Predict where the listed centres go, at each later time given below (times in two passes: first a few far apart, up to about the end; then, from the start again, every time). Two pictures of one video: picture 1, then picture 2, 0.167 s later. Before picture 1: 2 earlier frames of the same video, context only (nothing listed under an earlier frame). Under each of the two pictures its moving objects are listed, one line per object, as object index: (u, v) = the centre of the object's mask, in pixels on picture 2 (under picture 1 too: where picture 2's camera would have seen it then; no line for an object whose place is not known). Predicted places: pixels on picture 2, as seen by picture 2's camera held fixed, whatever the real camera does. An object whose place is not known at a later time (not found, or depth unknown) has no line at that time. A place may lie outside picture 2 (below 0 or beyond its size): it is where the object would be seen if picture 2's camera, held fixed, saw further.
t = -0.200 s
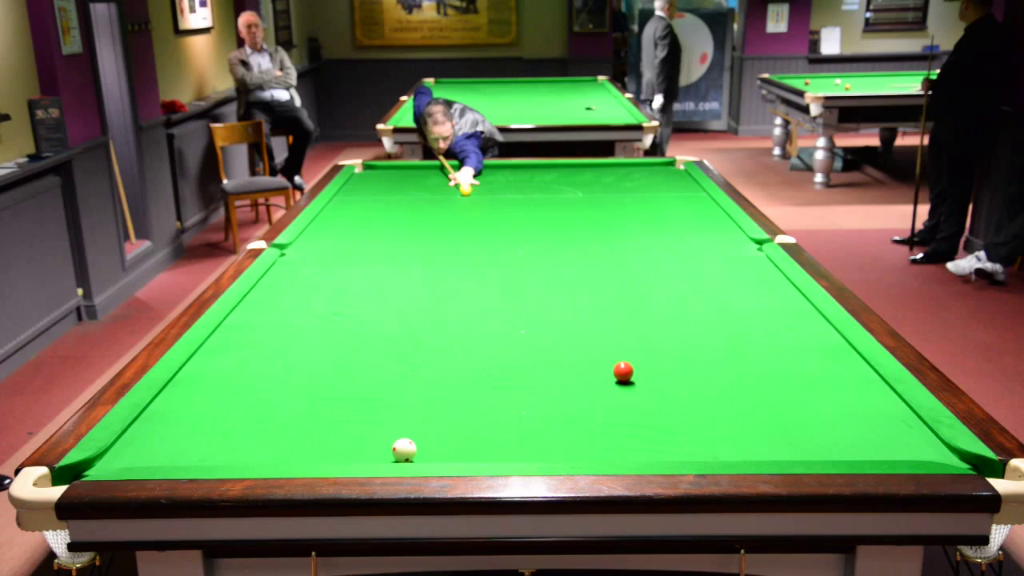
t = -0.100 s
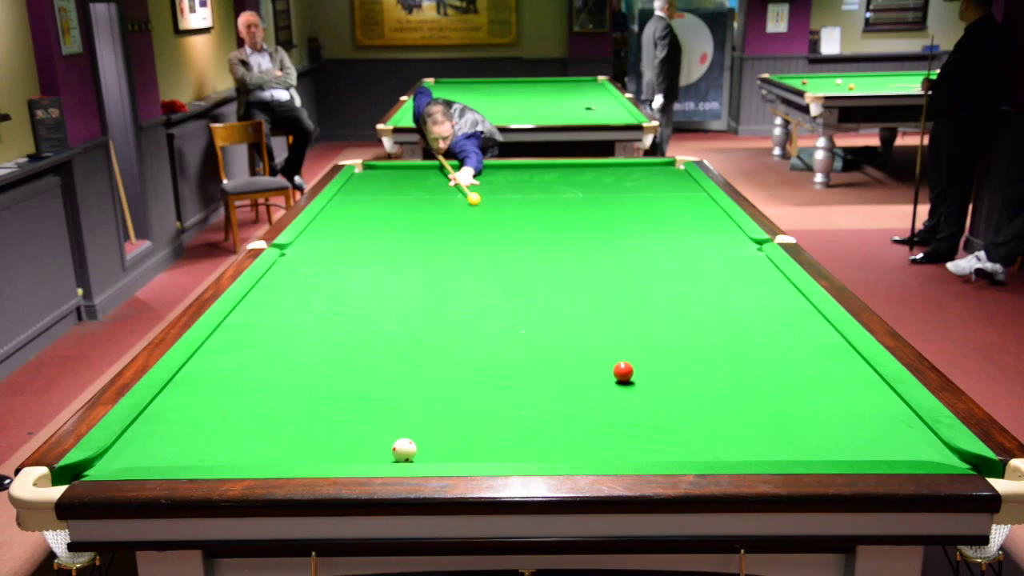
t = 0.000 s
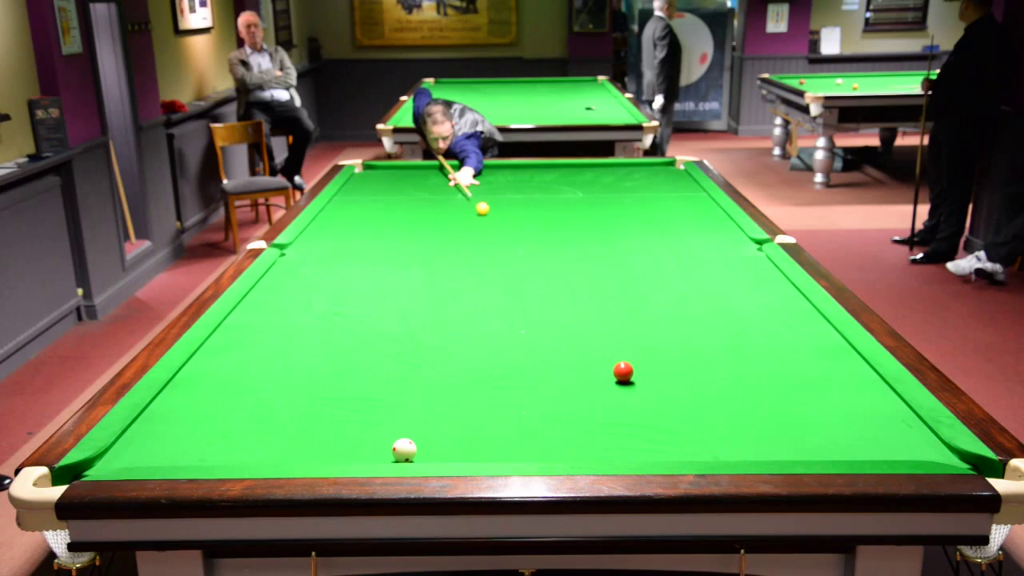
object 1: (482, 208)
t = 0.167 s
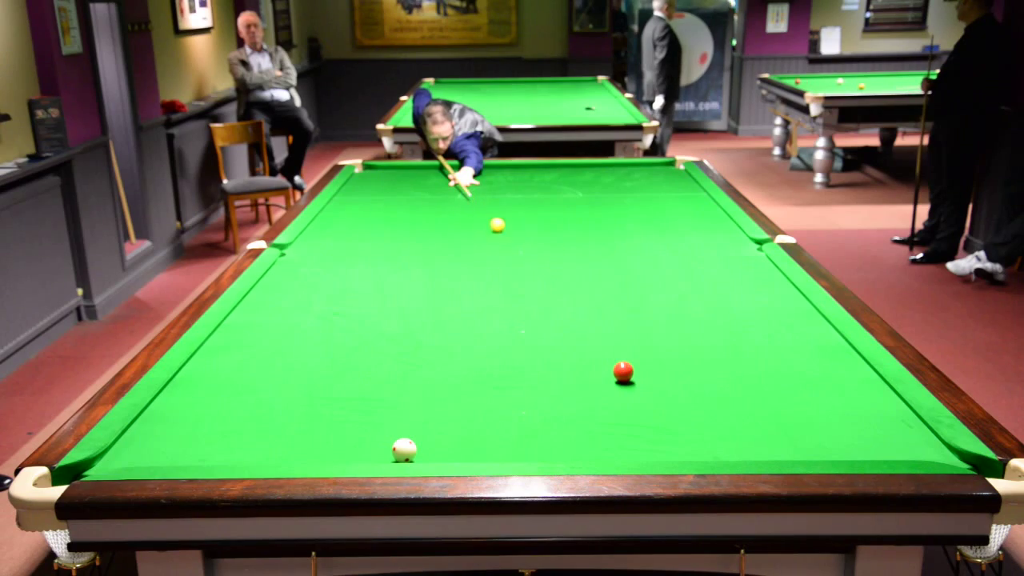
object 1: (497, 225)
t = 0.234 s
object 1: (504, 232)
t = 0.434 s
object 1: (526, 256)
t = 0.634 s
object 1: (552, 285)
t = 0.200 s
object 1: (500, 228)
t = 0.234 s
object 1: (504, 232)
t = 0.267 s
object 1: (507, 235)
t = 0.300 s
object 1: (511, 240)
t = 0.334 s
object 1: (514, 243)
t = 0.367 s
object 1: (518, 247)
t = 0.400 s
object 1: (522, 251)
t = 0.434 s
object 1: (526, 256)
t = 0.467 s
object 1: (529, 260)
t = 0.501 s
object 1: (534, 265)
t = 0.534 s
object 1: (538, 269)
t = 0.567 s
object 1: (543, 275)
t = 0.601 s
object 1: (547, 280)
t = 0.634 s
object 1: (552, 285)
